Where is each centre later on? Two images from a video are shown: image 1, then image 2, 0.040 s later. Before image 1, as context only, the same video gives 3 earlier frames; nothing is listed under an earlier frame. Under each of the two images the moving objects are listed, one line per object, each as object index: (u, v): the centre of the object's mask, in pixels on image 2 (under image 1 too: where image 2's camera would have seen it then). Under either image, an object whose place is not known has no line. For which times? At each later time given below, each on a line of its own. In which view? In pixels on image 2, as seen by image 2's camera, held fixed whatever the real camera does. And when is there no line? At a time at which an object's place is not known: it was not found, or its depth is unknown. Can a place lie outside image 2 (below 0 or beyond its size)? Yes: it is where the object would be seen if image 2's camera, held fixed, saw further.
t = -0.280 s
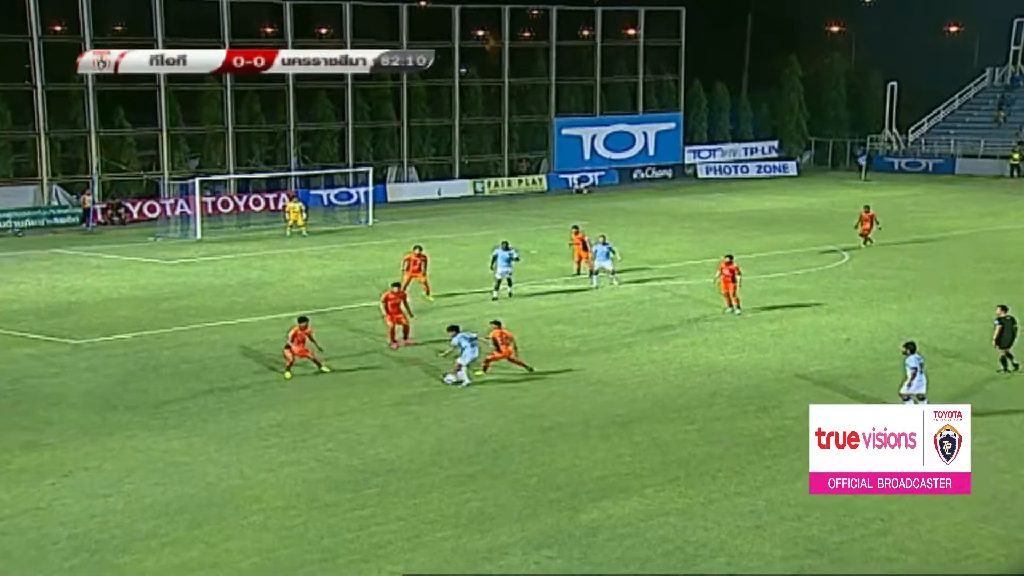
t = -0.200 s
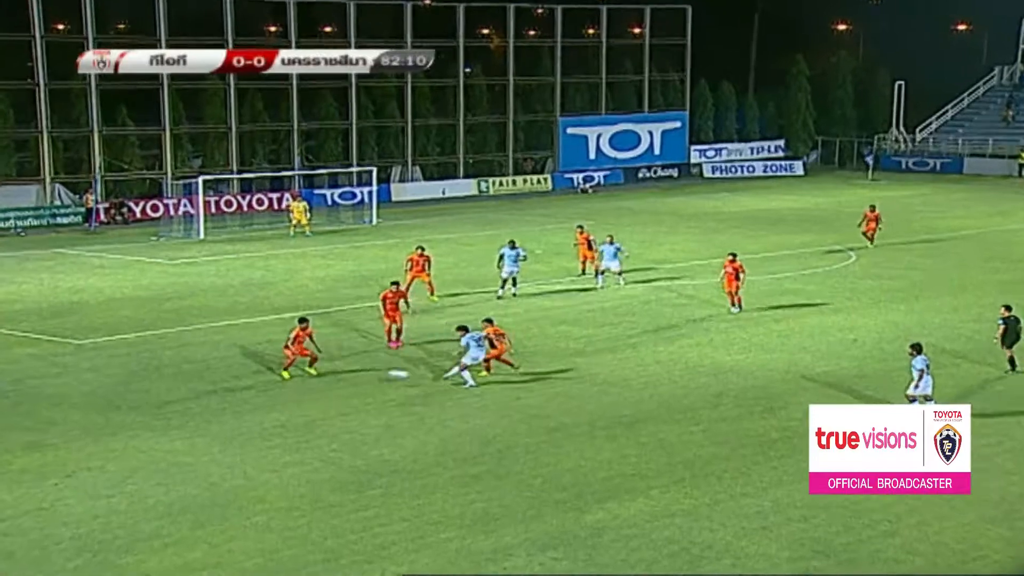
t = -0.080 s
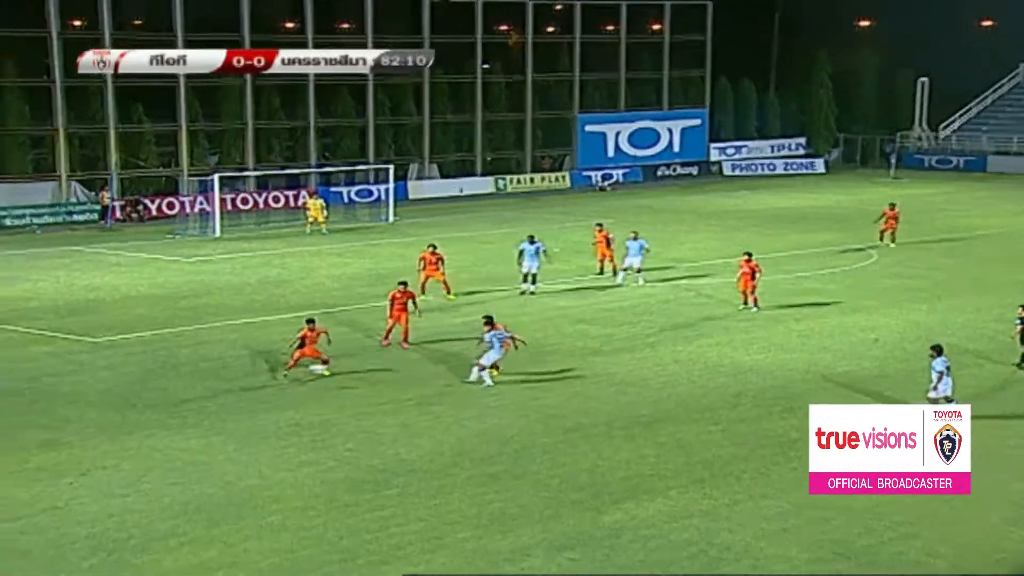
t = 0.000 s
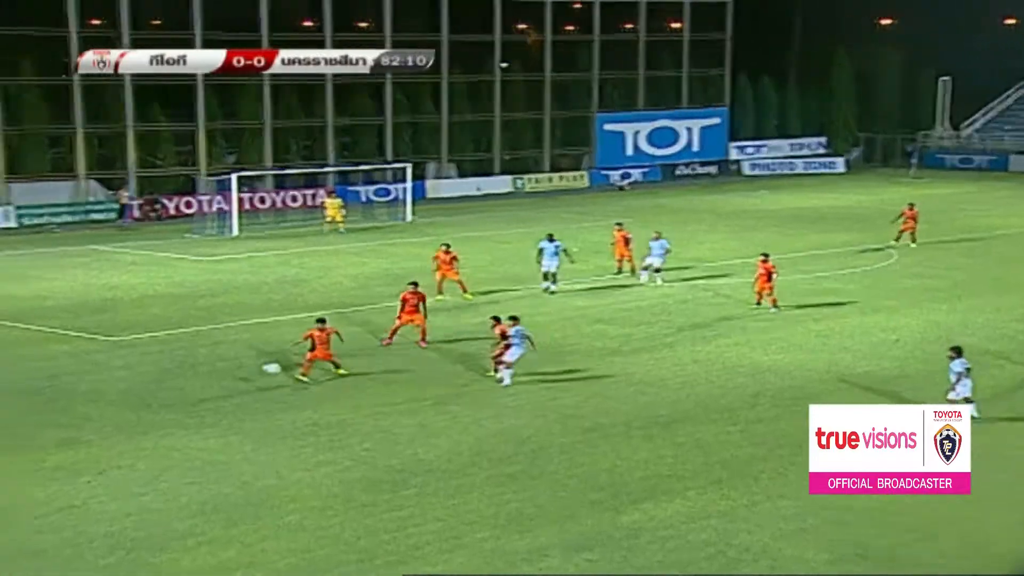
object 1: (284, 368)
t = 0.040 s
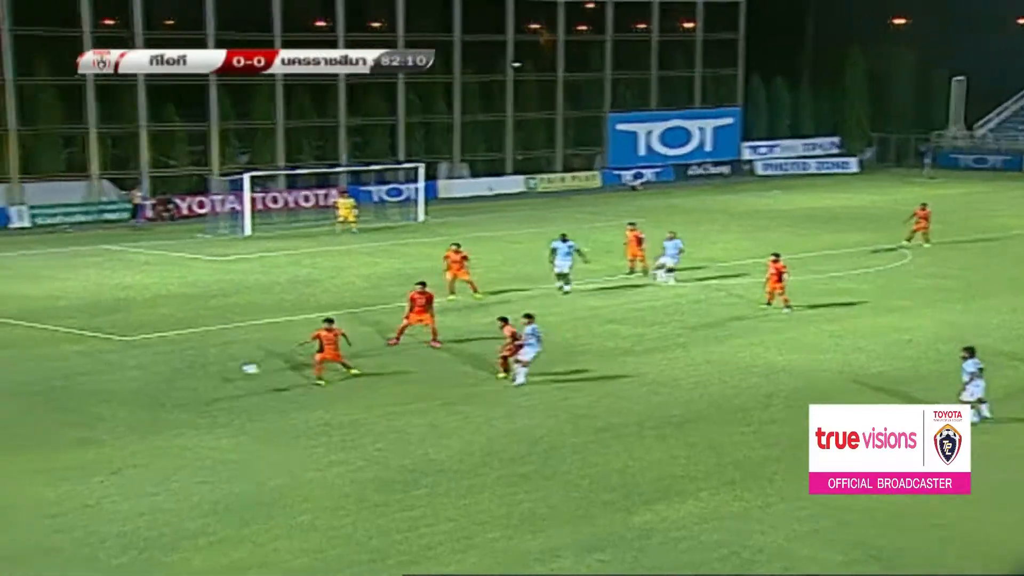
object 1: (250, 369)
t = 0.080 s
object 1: (219, 371)
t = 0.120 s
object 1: (184, 373)
